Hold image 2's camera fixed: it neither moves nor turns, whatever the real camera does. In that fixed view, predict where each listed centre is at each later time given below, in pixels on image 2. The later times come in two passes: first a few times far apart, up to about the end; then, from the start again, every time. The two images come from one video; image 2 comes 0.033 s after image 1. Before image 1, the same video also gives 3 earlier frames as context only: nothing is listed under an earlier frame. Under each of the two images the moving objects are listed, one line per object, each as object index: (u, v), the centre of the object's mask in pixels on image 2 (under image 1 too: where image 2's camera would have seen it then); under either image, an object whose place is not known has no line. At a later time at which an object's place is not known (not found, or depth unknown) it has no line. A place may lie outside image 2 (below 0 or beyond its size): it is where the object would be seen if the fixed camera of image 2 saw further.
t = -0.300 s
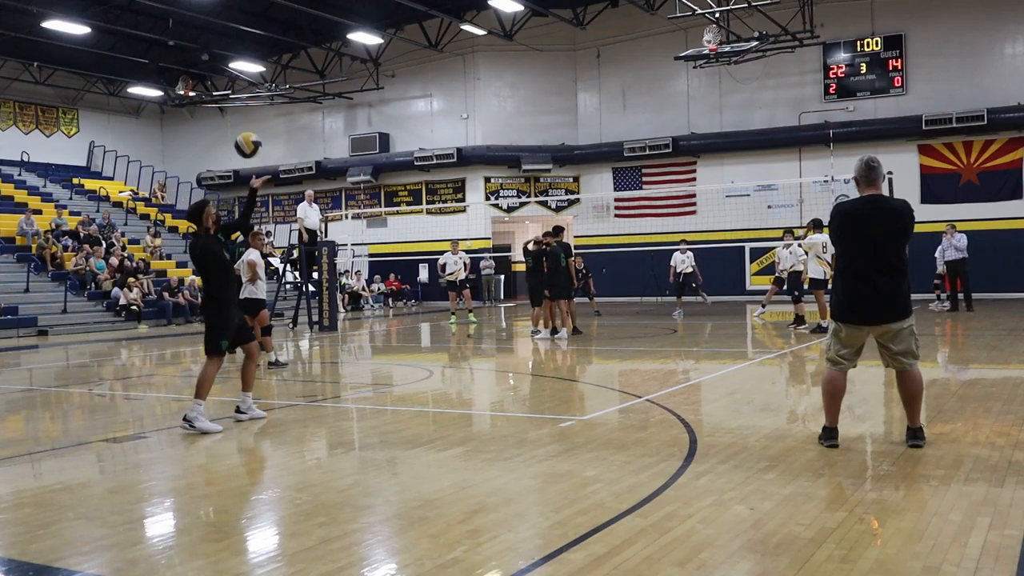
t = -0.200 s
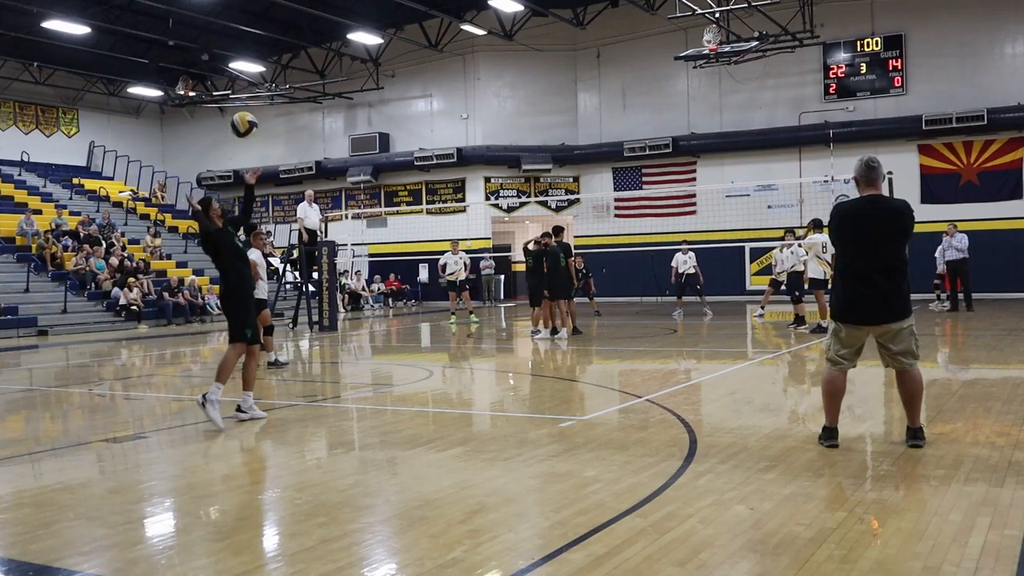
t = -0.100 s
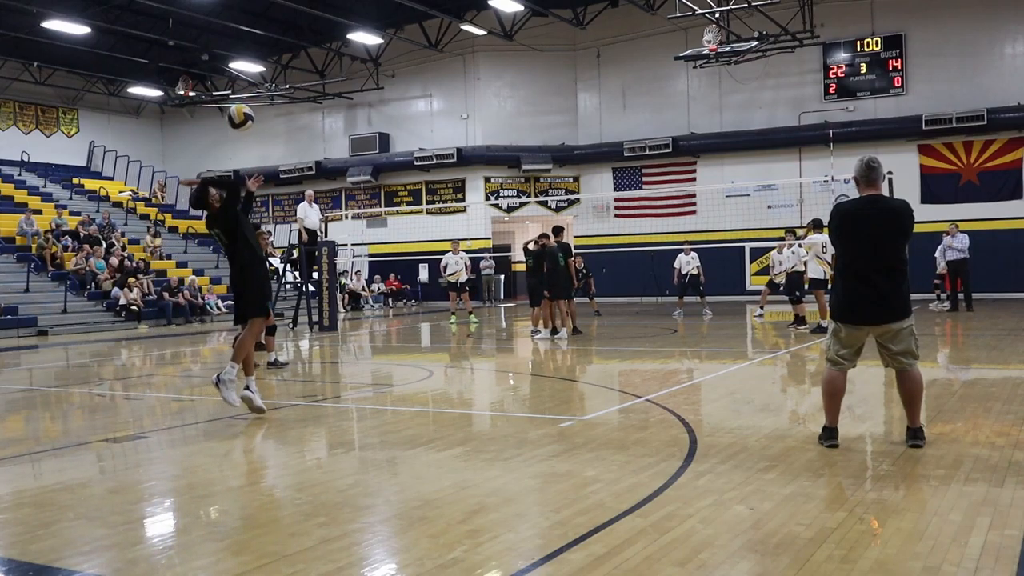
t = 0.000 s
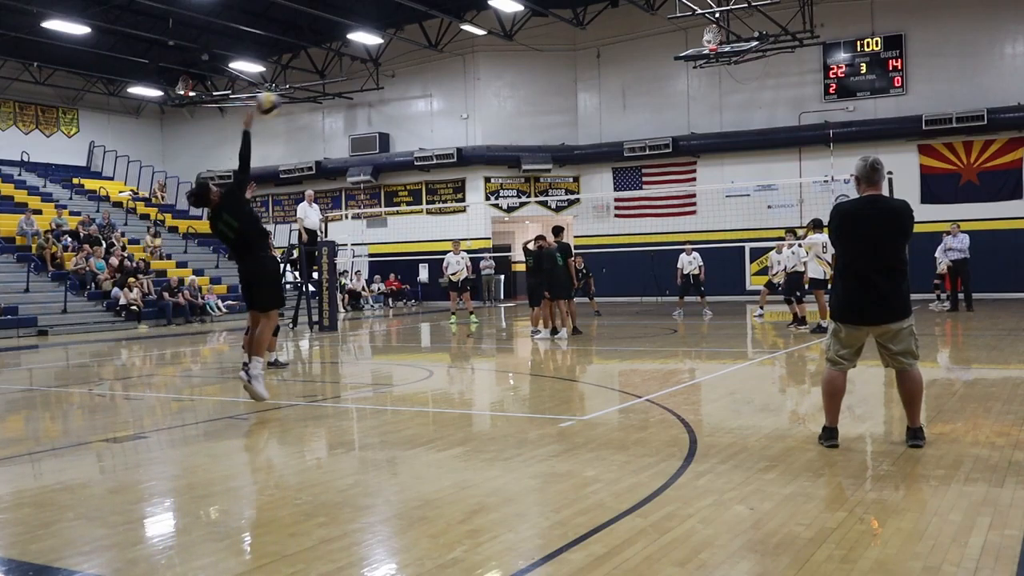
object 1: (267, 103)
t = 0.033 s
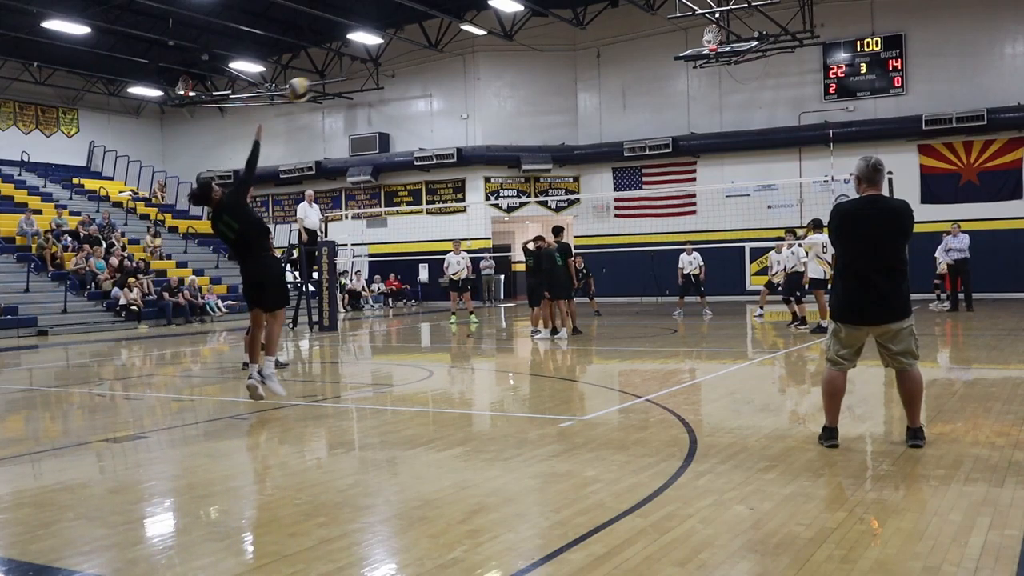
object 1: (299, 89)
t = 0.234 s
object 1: (440, 43)
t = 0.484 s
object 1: (549, 43)
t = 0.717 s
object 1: (614, 81)
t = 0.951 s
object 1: (661, 133)
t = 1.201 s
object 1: (696, 200)
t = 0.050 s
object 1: (313, 81)
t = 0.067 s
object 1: (327, 76)
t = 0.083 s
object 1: (340, 70)
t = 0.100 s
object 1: (354, 66)
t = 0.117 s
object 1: (365, 61)
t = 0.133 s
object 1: (377, 58)
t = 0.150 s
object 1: (389, 54)
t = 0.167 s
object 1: (400, 52)
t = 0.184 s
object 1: (411, 49)
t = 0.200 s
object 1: (421, 46)
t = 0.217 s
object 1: (431, 44)
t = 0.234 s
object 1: (440, 43)
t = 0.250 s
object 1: (449, 41)
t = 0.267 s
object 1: (458, 40)
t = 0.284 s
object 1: (466, 38)
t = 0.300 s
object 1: (474, 39)
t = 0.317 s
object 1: (484, 38)
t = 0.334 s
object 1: (491, 37)
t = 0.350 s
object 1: (498, 36)
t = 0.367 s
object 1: (505, 37)
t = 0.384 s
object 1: (512, 37)
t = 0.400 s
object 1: (519, 37)
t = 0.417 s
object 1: (525, 38)
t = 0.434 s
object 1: (532, 39)
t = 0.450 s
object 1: (537, 40)
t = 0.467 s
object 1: (543, 42)
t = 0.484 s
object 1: (549, 43)
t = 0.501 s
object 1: (554, 45)
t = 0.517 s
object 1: (560, 47)
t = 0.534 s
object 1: (565, 49)
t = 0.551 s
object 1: (570, 51)
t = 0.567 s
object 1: (575, 54)
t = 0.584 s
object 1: (580, 56)
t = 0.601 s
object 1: (584, 59)
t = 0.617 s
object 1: (589, 62)
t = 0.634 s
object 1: (593, 65)
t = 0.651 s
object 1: (597, 68)
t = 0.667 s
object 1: (601, 71)
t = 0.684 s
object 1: (605, 74)
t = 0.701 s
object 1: (610, 77)
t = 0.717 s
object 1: (614, 81)
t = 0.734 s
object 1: (617, 84)
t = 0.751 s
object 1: (621, 88)
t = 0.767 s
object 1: (625, 91)
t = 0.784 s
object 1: (629, 95)
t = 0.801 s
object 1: (633, 99)
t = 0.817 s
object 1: (636, 102)
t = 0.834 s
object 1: (639, 106)
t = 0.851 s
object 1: (643, 110)
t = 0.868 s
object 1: (646, 114)
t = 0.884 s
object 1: (648, 118)
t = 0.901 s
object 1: (652, 122)
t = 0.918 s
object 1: (655, 126)
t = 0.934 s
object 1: (658, 130)
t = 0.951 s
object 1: (661, 133)
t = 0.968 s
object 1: (663, 137)
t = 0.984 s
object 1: (667, 141)
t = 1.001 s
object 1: (669, 146)
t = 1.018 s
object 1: (672, 151)
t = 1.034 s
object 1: (674, 155)
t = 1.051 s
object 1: (676, 160)
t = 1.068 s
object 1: (678, 163)
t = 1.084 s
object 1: (681, 168)
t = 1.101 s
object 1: (684, 172)
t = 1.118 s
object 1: (686, 177)
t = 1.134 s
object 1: (688, 181)
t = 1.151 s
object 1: (690, 183)
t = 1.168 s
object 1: (693, 193)
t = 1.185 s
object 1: (694, 195)
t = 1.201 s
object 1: (696, 200)
